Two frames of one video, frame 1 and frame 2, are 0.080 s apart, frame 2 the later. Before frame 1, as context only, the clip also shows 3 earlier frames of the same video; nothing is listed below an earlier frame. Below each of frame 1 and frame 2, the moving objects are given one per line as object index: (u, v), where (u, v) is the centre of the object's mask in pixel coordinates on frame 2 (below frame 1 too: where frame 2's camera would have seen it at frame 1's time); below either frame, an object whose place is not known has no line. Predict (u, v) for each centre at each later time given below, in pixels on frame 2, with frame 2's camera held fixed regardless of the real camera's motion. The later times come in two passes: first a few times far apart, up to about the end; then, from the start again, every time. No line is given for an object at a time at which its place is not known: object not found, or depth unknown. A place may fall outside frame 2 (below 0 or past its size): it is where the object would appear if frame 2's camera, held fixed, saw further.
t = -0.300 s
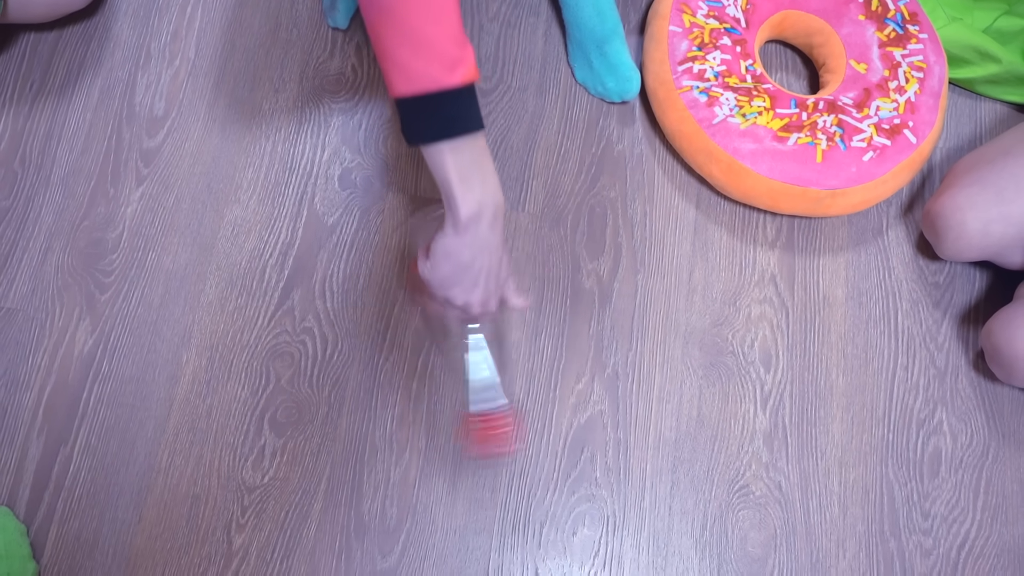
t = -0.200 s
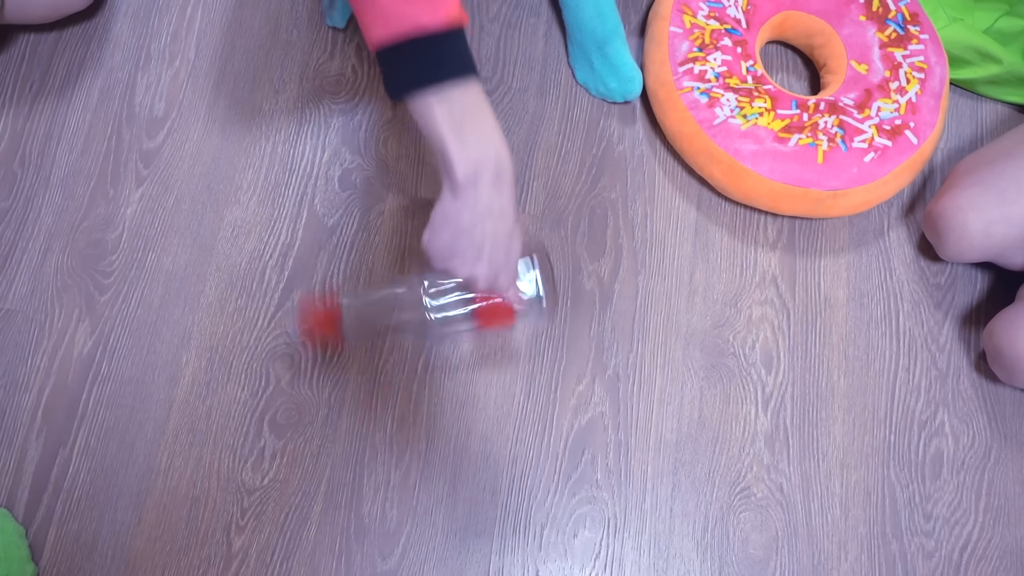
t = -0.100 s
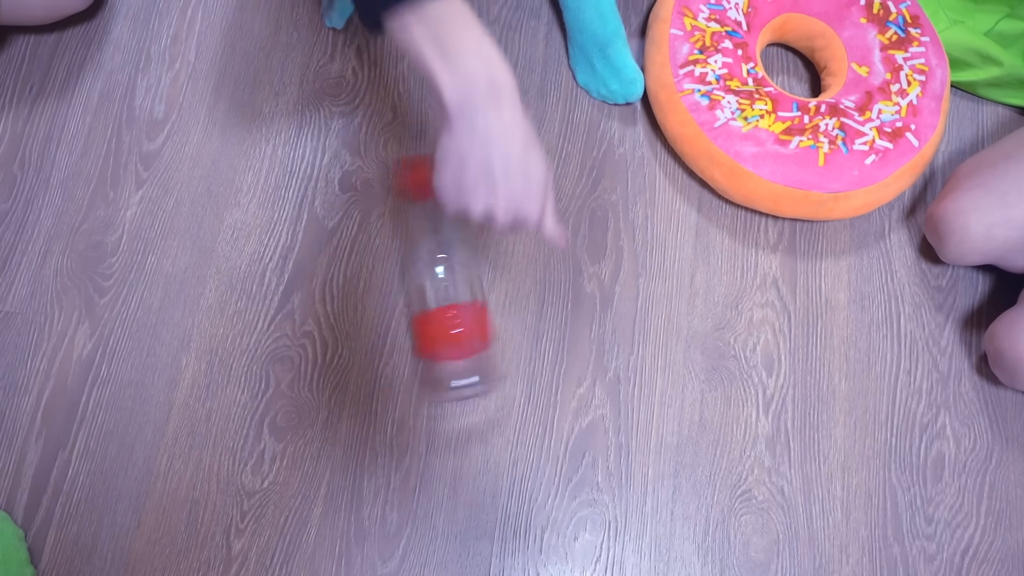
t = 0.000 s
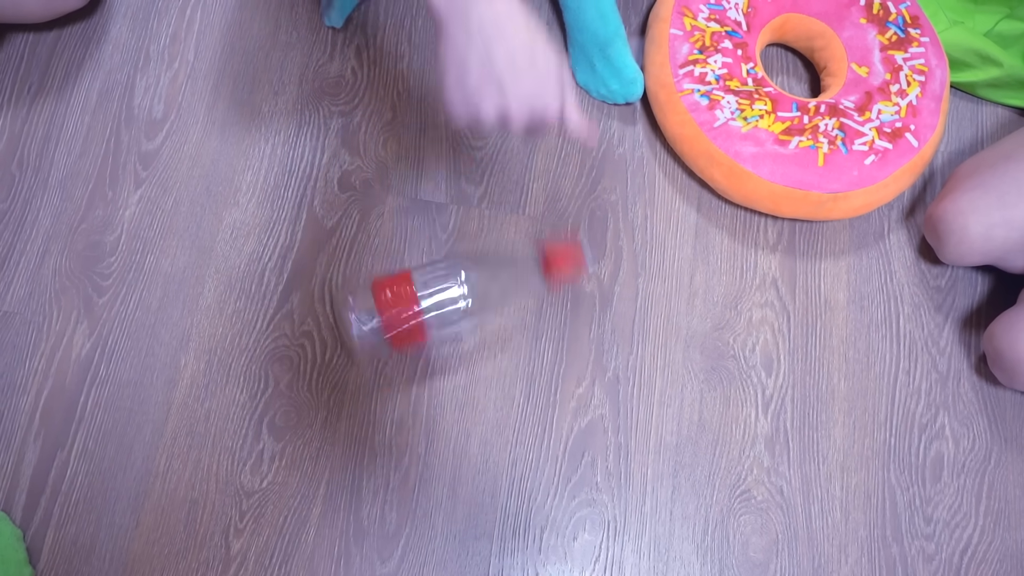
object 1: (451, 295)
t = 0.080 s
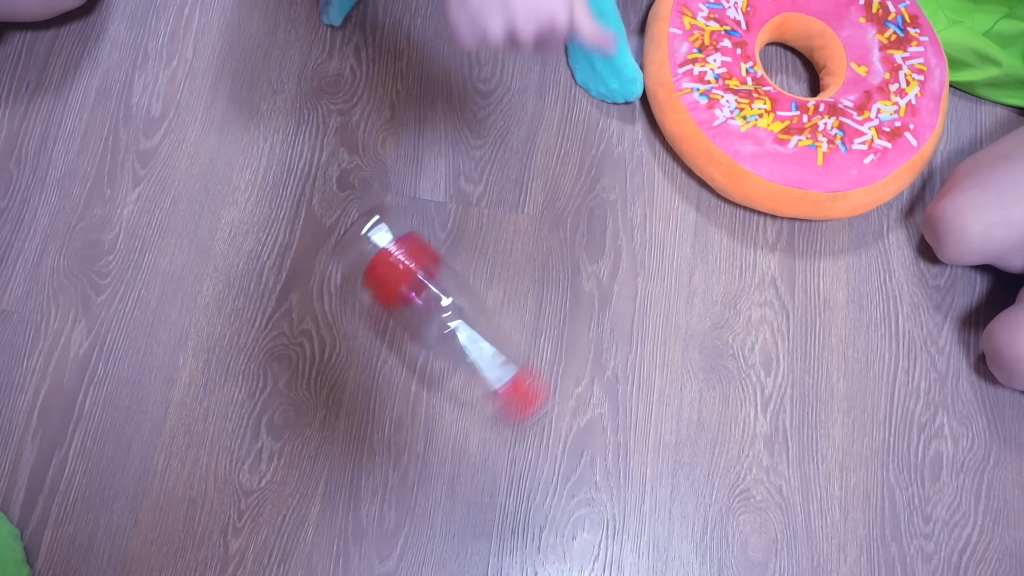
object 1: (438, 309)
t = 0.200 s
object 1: (419, 308)
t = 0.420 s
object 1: (425, 291)
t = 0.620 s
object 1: (426, 306)
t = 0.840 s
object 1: (402, 290)
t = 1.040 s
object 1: (418, 287)
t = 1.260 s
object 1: (421, 296)
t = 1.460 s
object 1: (400, 296)
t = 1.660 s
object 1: (407, 272)
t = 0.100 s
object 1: (432, 307)
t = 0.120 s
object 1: (428, 312)
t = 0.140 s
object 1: (426, 312)
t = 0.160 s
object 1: (421, 313)
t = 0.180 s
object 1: (419, 309)
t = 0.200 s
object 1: (419, 308)
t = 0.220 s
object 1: (416, 304)
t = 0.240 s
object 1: (415, 298)
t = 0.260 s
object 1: (413, 295)
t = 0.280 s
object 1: (415, 292)
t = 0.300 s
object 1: (416, 290)
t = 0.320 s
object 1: (415, 288)
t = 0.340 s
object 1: (420, 290)
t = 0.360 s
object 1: (422, 288)
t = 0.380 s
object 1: (424, 288)
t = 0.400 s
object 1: (425, 290)
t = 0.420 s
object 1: (425, 291)
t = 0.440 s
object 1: (426, 290)
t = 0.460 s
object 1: (425, 296)
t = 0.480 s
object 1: (431, 294)
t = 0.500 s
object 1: (430, 296)
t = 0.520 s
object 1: (436, 297)
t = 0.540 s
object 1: (435, 299)
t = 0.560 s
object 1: (430, 302)
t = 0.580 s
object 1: (426, 302)
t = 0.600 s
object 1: (427, 304)
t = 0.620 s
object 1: (426, 306)
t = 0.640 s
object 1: (423, 311)
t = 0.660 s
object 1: (419, 314)
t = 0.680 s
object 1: (416, 314)
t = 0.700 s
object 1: (411, 315)
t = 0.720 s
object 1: (408, 310)
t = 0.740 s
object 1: (406, 304)
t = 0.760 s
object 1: (402, 306)
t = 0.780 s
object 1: (400, 299)
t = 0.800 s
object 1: (400, 297)
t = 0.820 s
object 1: (401, 294)
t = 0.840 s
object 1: (402, 290)
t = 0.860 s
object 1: (403, 287)
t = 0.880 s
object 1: (405, 286)
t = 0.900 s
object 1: (407, 283)
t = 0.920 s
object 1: (407, 284)
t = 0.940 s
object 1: (410, 286)
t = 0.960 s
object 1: (412, 286)
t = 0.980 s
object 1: (415, 286)
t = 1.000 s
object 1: (416, 288)
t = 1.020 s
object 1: (417, 288)
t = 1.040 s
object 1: (418, 287)
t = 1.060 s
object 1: (416, 290)
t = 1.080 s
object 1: (418, 291)
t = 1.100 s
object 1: (420, 291)
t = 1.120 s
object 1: (425, 290)
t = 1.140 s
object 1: (426, 290)
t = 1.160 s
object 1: (425, 291)
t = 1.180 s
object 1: (424, 292)
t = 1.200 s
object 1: (423, 294)
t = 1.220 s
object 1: (425, 296)
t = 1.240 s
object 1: (421, 295)
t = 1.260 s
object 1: (421, 296)
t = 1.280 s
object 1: (423, 300)
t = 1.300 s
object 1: (421, 302)
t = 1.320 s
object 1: (419, 304)
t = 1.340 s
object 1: (417, 308)
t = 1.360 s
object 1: (415, 308)
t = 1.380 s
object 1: (413, 310)
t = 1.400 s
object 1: (408, 304)
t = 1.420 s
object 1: (407, 303)
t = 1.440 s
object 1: (406, 298)
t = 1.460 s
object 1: (400, 296)
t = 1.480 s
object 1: (402, 291)
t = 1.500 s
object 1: (397, 292)
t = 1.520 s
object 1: (398, 288)
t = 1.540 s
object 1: (400, 284)
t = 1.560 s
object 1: (402, 282)
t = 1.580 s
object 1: (400, 280)
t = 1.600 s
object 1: (403, 277)
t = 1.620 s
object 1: (405, 275)
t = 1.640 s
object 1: (404, 274)
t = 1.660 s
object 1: (407, 272)
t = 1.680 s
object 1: (409, 271)
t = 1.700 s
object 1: (411, 270)
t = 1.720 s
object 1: (413, 267)
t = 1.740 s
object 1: (415, 266)
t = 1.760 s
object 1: (417, 264)
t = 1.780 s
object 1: (420, 267)
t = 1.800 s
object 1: (422, 266)
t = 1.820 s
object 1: (424, 266)
